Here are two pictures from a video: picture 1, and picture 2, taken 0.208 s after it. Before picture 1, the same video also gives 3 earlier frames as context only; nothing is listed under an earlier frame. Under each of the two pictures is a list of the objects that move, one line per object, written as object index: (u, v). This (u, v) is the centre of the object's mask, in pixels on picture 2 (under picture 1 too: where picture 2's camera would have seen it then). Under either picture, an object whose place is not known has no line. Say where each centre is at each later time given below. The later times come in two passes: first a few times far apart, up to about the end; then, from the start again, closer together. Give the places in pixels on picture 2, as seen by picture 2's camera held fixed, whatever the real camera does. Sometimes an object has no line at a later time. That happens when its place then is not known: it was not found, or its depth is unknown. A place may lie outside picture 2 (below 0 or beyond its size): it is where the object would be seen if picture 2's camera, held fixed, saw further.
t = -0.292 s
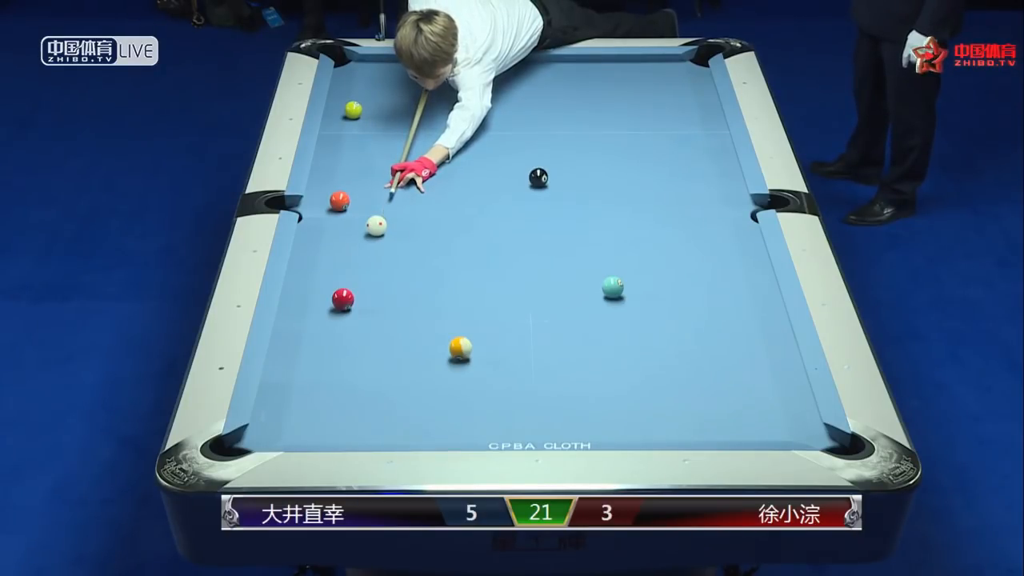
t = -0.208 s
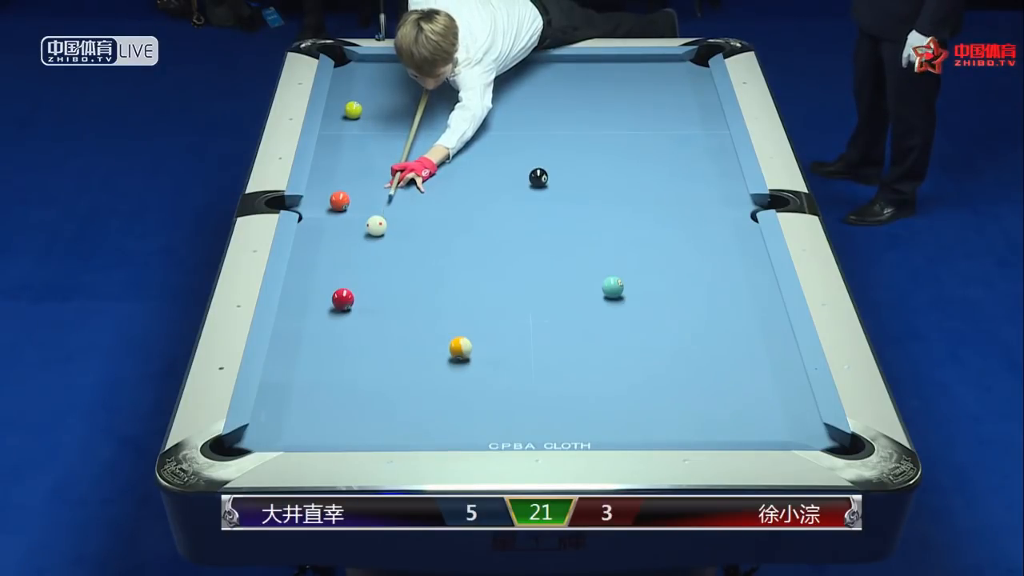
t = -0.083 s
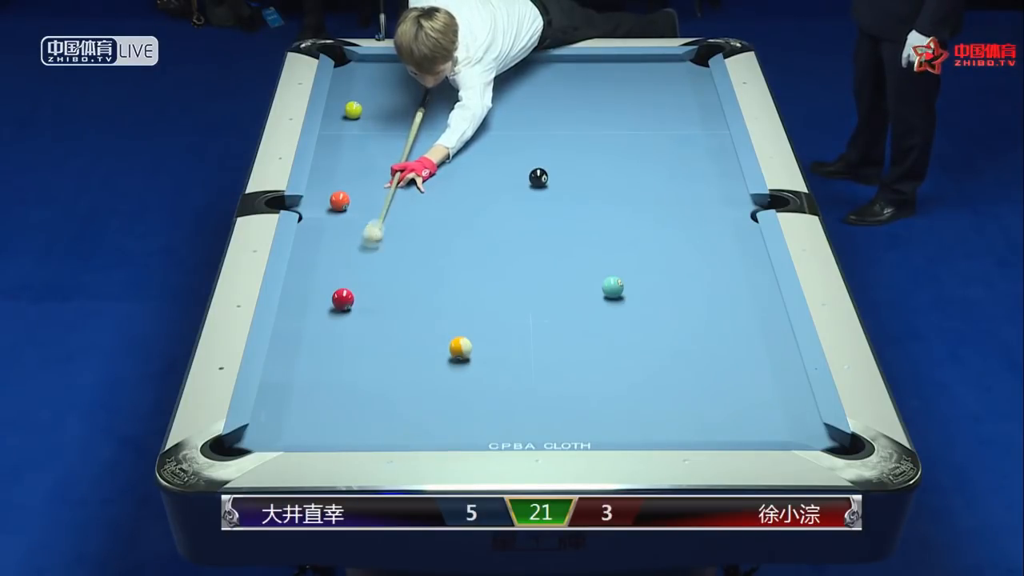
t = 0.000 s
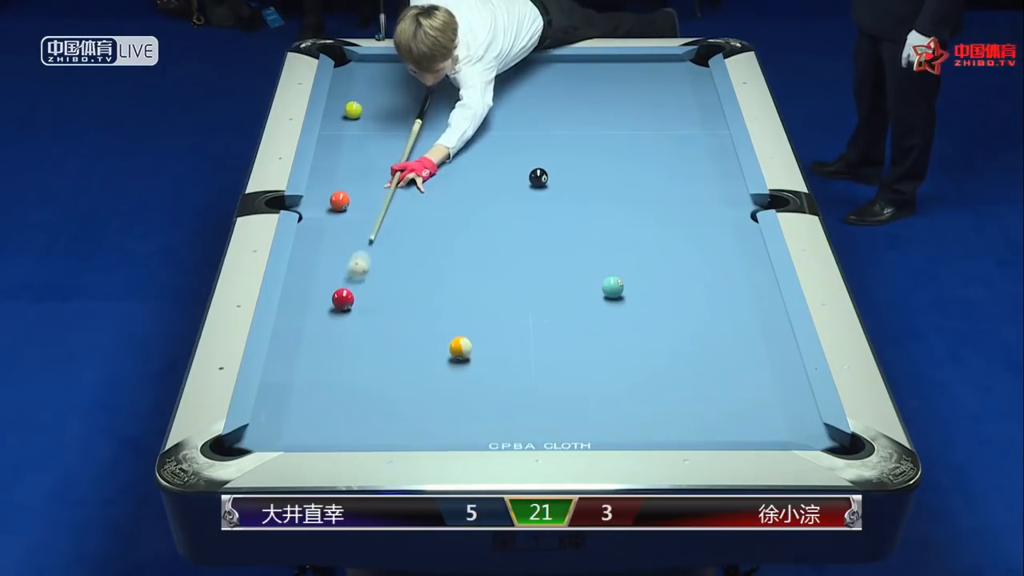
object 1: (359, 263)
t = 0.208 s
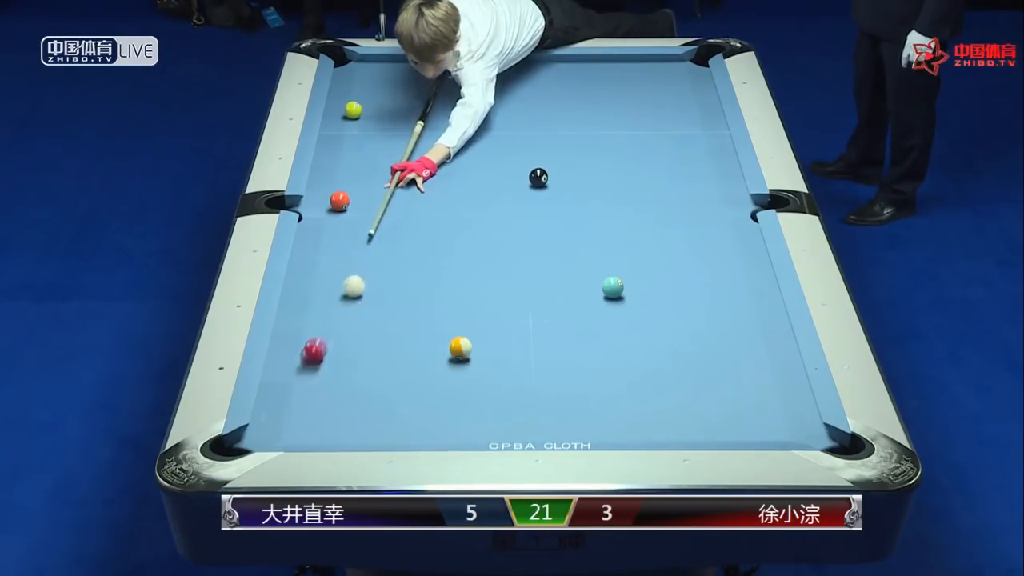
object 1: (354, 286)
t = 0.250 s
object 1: (356, 284)
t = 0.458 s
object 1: (365, 273)
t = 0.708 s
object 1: (376, 261)
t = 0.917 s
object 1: (385, 250)
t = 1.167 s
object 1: (394, 240)
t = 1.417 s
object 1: (401, 231)
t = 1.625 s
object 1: (407, 224)
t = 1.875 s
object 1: (414, 215)
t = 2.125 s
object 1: (420, 209)
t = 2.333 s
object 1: (424, 203)
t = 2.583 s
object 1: (429, 198)
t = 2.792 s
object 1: (432, 194)
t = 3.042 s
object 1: (435, 190)
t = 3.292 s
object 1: (437, 187)
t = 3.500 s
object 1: (439, 185)
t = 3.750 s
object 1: (441, 182)
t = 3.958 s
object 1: (442, 182)
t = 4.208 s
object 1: (442, 181)
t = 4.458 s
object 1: (442, 181)
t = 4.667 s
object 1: (442, 181)
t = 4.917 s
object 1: (442, 181)
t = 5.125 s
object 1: (442, 181)
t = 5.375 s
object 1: (442, 181)
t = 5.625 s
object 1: (442, 181)
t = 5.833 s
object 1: (442, 181)
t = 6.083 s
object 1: (442, 181)
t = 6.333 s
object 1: (442, 181)
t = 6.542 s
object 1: (442, 181)
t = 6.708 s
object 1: (442, 181)
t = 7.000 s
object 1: (442, 180)
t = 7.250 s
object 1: (442, 181)
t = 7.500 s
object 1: (442, 180)
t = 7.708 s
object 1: (442, 180)
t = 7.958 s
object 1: (442, 180)
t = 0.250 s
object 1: (356, 284)
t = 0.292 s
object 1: (358, 282)
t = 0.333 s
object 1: (359, 279)
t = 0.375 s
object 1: (362, 277)
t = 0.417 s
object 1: (363, 275)
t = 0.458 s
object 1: (365, 273)
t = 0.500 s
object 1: (367, 271)
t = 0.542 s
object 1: (369, 269)
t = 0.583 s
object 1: (371, 267)
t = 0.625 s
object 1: (372, 265)
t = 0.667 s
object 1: (374, 263)
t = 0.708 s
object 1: (376, 261)
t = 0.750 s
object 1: (379, 257)
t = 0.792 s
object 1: (380, 255)
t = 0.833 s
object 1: (382, 253)
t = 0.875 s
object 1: (384, 251)
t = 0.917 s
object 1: (385, 250)
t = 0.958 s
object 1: (387, 248)
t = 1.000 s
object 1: (388, 246)
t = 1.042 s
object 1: (389, 245)
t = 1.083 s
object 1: (391, 243)
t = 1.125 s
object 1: (392, 241)
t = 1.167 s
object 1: (394, 240)
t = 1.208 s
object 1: (395, 238)
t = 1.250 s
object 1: (397, 237)
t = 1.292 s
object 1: (398, 235)
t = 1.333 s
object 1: (399, 234)
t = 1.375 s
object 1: (400, 232)
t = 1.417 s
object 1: (401, 231)
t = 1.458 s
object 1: (402, 229)
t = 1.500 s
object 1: (404, 228)
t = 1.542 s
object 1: (405, 226)
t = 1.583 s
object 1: (406, 225)
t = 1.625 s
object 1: (407, 224)
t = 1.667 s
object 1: (408, 222)
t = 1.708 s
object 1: (409, 221)
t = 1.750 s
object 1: (411, 219)
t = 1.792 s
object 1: (412, 217)
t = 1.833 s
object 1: (413, 216)
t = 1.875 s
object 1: (414, 215)
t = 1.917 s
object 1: (415, 214)
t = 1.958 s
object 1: (416, 213)
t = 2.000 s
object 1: (417, 212)
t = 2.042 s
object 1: (418, 211)
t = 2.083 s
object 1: (419, 210)
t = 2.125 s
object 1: (420, 209)
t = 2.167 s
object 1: (421, 207)
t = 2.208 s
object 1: (422, 206)
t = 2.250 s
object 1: (423, 205)
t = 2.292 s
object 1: (423, 204)
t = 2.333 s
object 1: (424, 203)
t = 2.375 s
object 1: (425, 203)
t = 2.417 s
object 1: (426, 202)
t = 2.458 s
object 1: (426, 201)
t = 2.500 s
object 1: (427, 200)
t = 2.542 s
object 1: (428, 199)
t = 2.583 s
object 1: (429, 198)
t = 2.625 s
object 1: (429, 197)
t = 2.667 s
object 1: (430, 197)
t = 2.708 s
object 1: (431, 196)
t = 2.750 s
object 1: (432, 194)
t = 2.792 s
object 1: (432, 194)
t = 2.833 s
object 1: (433, 193)
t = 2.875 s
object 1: (433, 192)
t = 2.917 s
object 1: (434, 192)
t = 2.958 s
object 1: (434, 191)
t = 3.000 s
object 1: (435, 191)
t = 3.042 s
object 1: (435, 190)
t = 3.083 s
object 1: (436, 189)
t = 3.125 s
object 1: (436, 189)
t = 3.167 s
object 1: (436, 188)
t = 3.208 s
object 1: (437, 188)
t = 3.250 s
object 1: (437, 187)
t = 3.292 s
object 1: (437, 187)
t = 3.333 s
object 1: (438, 186)
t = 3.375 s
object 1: (438, 186)
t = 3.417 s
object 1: (438, 185)
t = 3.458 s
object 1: (438, 185)
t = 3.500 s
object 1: (439, 185)
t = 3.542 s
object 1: (439, 184)
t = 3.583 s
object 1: (439, 184)
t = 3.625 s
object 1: (440, 184)
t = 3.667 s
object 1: (440, 183)
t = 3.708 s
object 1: (440, 183)
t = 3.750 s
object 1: (441, 182)
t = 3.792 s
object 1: (441, 182)
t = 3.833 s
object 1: (441, 182)
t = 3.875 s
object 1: (442, 182)
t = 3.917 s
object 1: (442, 182)
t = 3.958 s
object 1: (442, 182)
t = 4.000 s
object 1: (442, 181)
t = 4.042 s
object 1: (442, 181)
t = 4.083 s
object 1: (442, 181)
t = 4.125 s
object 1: (442, 181)
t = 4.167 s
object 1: (442, 181)
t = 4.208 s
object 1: (442, 181)
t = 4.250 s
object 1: (442, 181)
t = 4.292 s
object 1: (442, 181)
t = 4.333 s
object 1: (442, 181)
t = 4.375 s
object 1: (442, 181)
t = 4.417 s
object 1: (442, 181)
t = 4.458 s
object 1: (442, 181)
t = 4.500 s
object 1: (442, 181)
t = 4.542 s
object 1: (442, 181)
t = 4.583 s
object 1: (442, 181)
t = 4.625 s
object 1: (442, 181)
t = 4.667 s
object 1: (442, 181)
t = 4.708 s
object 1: (442, 181)
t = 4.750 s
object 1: (442, 181)
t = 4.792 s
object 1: (442, 181)
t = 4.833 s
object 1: (442, 181)
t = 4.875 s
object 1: (442, 181)
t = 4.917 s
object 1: (442, 181)
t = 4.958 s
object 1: (442, 181)
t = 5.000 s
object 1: (442, 181)
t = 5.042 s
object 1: (442, 181)
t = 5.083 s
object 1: (442, 181)
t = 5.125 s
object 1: (442, 181)
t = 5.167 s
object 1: (442, 181)
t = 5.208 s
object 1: (442, 181)
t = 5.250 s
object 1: (442, 181)
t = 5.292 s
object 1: (442, 181)
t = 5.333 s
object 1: (442, 181)
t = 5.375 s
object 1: (442, 181)
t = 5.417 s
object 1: (442, 181)
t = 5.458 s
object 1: (442, 181)
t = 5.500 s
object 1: (442, 181)
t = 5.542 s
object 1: (442, 181)
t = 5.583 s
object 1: (442, 181)
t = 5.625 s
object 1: (442, 181)
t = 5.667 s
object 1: (442, 181)
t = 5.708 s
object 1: (442, 181)
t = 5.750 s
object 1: (442, 181)
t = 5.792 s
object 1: (442, 181)
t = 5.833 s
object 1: (442, 181)
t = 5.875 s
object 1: (442, 181)
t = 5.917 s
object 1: (442, 181)
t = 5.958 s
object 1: (442, 181)
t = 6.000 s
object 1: (442, 181)
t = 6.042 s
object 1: (442, 181)
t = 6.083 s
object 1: (442, 181)
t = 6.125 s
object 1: (442, 181)
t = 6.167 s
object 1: (442, 181)
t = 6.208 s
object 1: (442, 181)
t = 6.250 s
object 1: (442, 181)
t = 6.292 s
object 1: (442, 181)
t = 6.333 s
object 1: (442, 181)
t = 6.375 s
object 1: (442, 181)
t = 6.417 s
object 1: (442, 181)
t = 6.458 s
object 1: (442, 181)
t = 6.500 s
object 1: (442, 181)
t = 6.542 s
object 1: (442, 181)
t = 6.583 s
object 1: (442, 181)
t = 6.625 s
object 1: (442, 181)
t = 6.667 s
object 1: (442, 181)
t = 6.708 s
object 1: (442, 181)
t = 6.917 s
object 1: (440, 182)
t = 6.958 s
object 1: (442, 180)
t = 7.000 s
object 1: (442, 180)
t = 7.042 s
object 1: (442, 180)
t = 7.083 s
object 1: (442, 181)
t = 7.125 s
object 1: (442, 180)
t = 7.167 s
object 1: (442, 181)
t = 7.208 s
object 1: (442, 180)
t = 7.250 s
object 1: (442, 181)
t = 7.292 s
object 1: (442, 181)
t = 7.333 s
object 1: (442, 181)
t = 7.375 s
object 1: (442, 181)
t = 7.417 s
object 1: (442, 180)
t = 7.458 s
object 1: (442, 181)
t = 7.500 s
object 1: (442, 180)
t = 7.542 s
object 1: (442, 180)
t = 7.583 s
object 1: (442, 180)
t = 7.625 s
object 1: (442, 181)
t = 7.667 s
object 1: (442, 180)
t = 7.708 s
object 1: (442, 180)
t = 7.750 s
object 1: (442, 180)
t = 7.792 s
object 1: (442, 180)
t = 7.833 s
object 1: (442, 180)
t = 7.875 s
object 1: (442, 180)
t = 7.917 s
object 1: (442, 181)
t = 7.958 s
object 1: (442, 180)
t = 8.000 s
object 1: (442, 181)
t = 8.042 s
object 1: (442, 180)
